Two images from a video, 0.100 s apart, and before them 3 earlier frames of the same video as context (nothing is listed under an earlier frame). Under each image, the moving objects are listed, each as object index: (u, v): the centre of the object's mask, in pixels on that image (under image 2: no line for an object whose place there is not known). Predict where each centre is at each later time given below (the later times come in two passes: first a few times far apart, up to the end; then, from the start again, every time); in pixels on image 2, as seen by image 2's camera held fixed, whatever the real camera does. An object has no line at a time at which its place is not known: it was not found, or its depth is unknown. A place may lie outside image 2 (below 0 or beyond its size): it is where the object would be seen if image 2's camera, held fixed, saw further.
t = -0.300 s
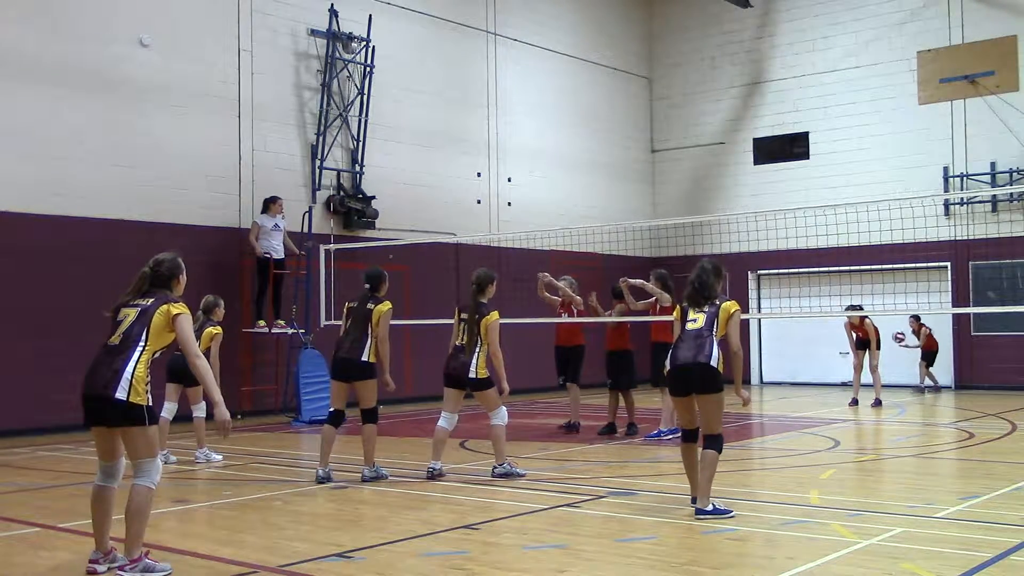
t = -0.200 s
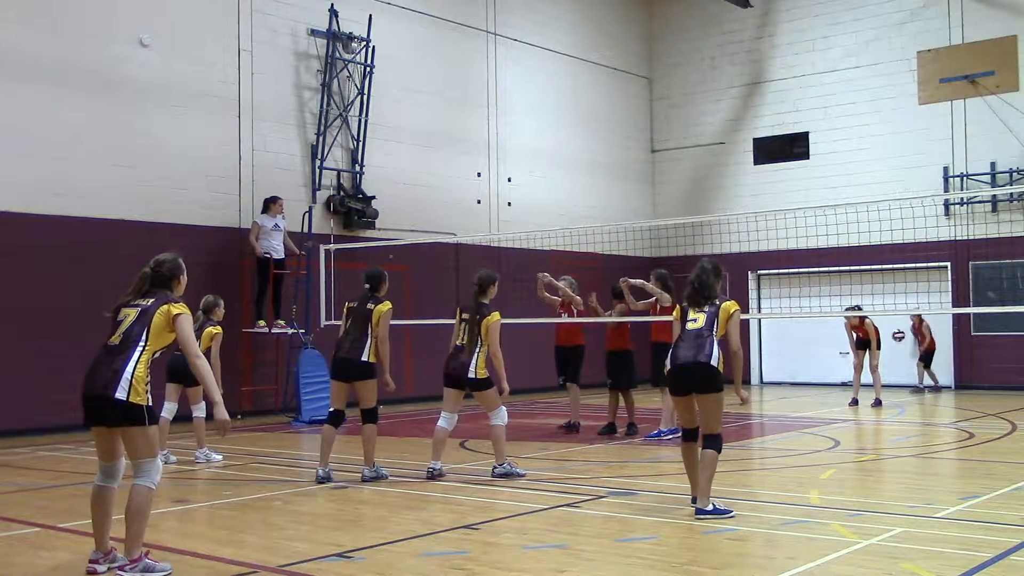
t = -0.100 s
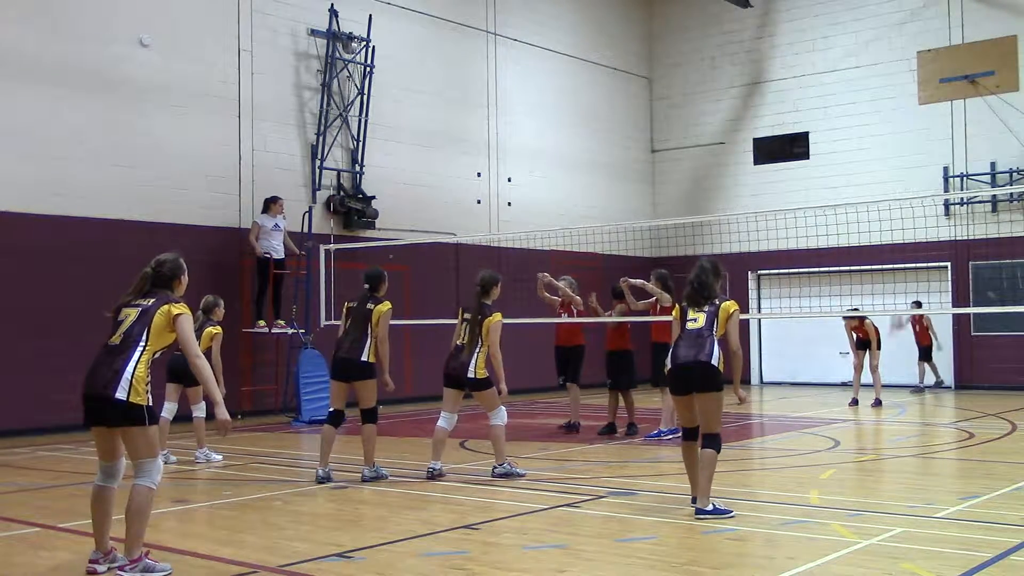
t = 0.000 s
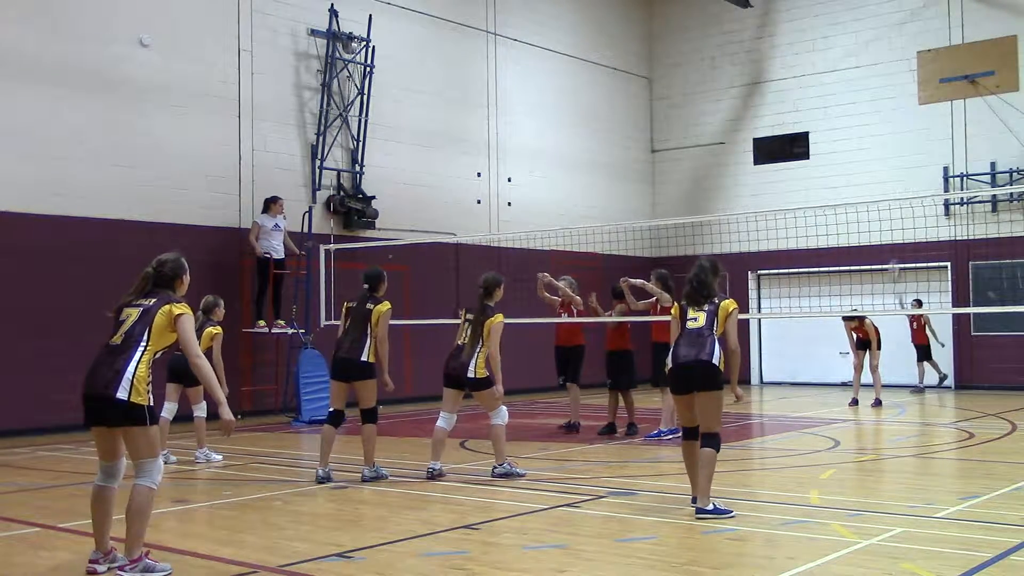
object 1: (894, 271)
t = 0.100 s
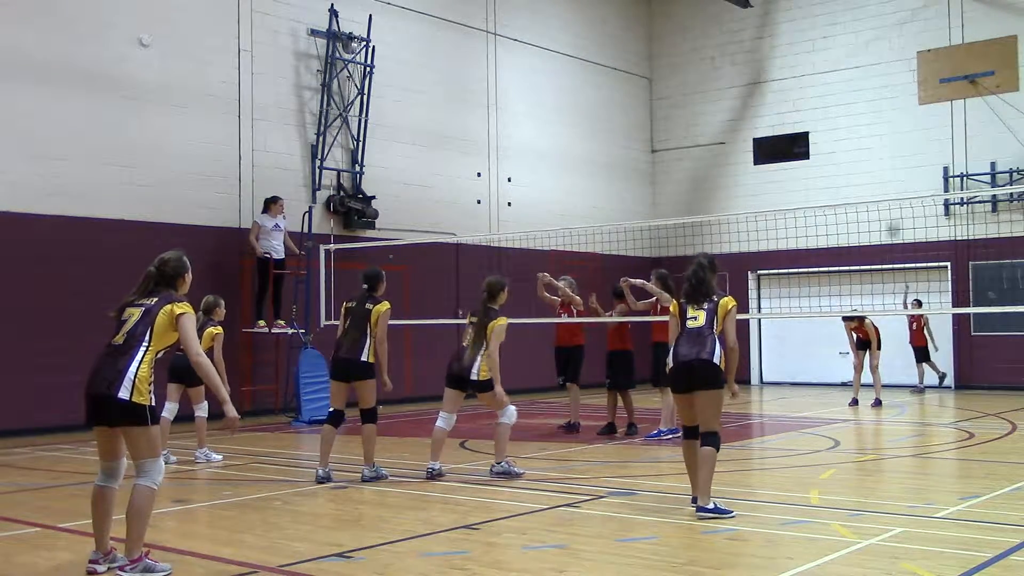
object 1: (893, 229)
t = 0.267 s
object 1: (892, 164)
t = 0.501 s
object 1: (893, 95)
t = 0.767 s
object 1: (898, 52)
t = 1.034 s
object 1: (911, 68)
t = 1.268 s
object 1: (932, 151)
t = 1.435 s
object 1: (955, 219)
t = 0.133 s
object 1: (894, 215)
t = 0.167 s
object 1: (893, 202)
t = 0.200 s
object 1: (892, 187)
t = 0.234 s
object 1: (892, 176)
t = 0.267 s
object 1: (892, 164)
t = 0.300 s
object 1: (892, 152)
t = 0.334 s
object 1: (892, 141)
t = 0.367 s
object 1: (892, 131)
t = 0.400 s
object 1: (892, 121)
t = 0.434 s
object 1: (892, 113)
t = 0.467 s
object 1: (892, 102)
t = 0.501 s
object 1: (893, 95)
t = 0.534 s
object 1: (893, 86)
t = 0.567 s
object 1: (893, 79)
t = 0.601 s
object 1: (894, 73)
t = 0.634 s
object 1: (895, 68)
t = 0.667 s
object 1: (895, 62)
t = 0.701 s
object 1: (896, 58)
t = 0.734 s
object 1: (897, 55)
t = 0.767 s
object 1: (898, 52)
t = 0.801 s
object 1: (899, 51)
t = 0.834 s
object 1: (900, 50)
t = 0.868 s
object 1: (902, 51)
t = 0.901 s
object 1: (904, 52)
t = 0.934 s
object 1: (905, 54)
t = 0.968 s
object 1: (907, 59)
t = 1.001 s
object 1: (910, 62)
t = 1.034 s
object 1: (911, 68)
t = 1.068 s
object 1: (914, 77)
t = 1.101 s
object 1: (917, 84)
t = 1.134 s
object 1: (920, 95)
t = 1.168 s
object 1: (923, 109)
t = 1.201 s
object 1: (927, 121)
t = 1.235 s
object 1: (929, 133)
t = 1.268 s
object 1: (932, 151)
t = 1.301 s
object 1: (935, 170)
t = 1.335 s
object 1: (941, 190)
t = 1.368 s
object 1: (945, 197)
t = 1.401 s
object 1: (951, 207)
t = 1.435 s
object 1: (955, 219)
